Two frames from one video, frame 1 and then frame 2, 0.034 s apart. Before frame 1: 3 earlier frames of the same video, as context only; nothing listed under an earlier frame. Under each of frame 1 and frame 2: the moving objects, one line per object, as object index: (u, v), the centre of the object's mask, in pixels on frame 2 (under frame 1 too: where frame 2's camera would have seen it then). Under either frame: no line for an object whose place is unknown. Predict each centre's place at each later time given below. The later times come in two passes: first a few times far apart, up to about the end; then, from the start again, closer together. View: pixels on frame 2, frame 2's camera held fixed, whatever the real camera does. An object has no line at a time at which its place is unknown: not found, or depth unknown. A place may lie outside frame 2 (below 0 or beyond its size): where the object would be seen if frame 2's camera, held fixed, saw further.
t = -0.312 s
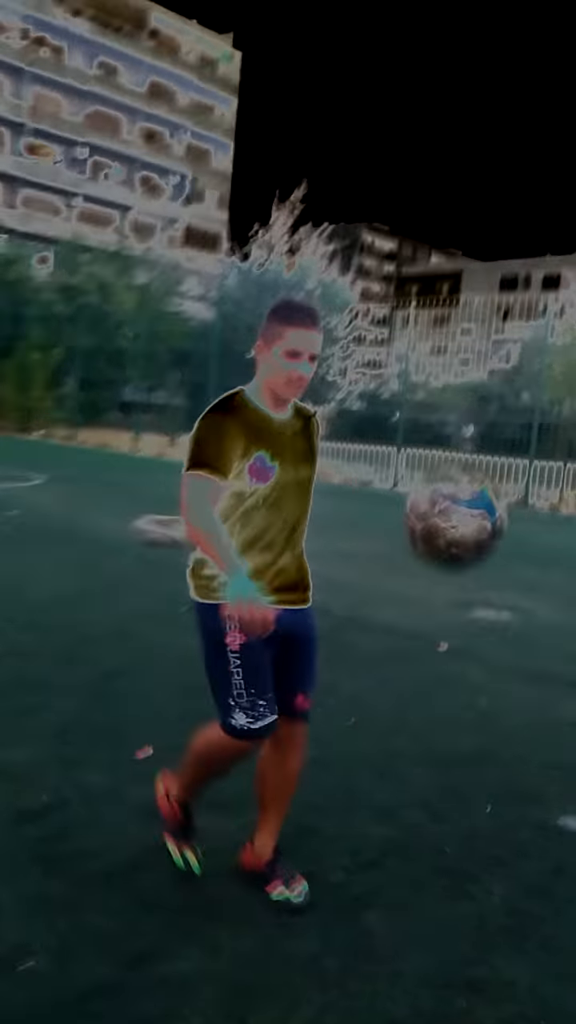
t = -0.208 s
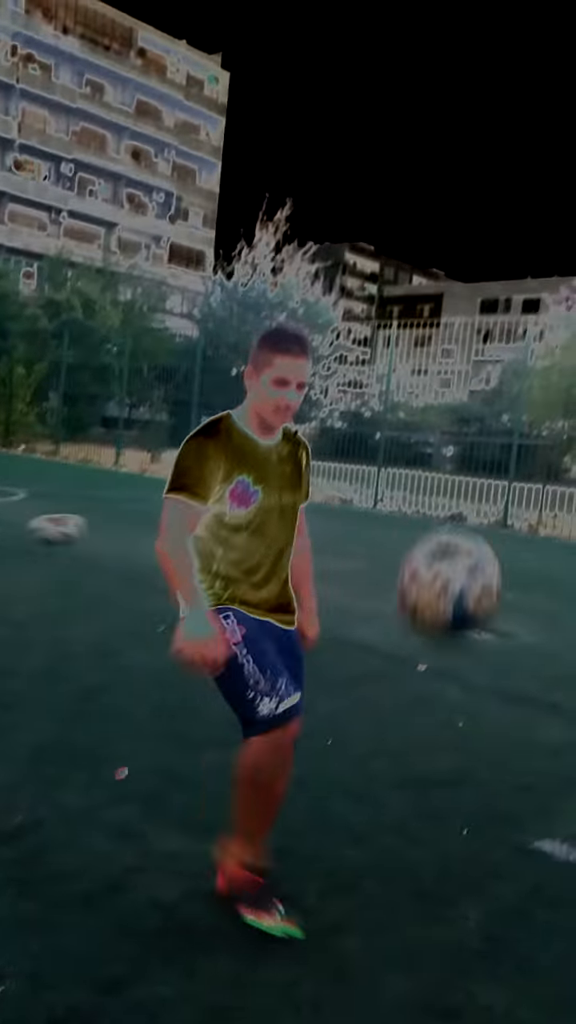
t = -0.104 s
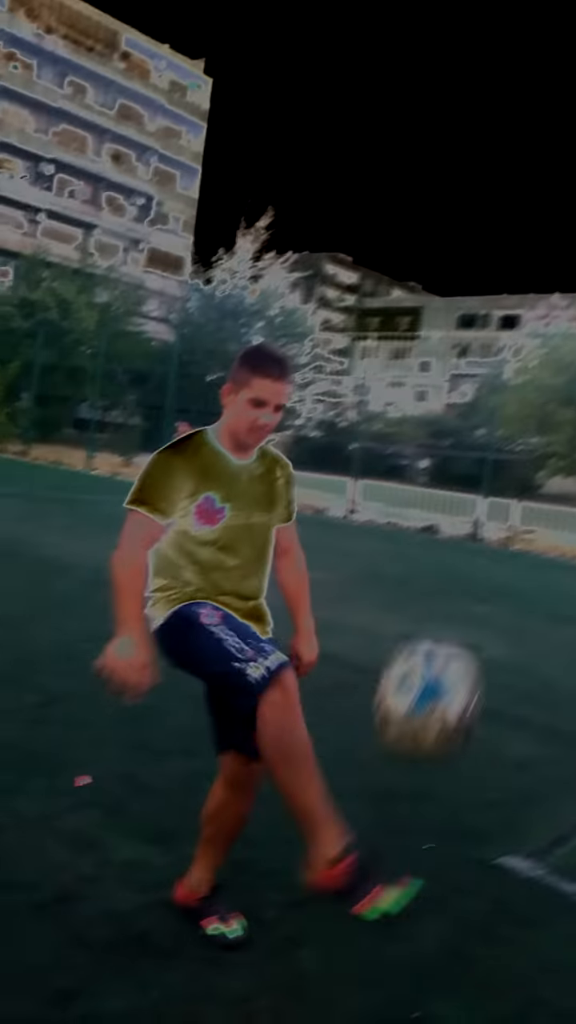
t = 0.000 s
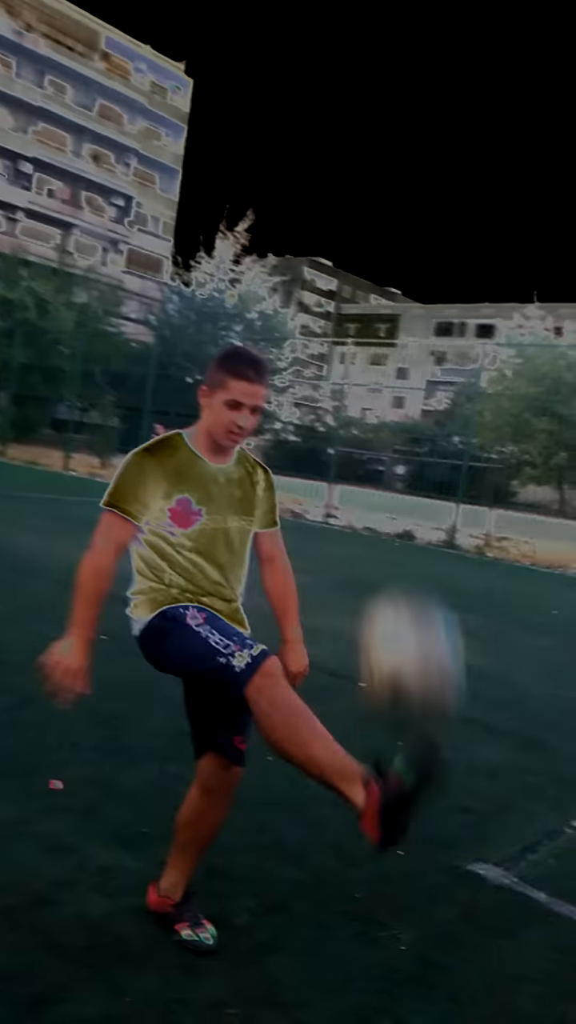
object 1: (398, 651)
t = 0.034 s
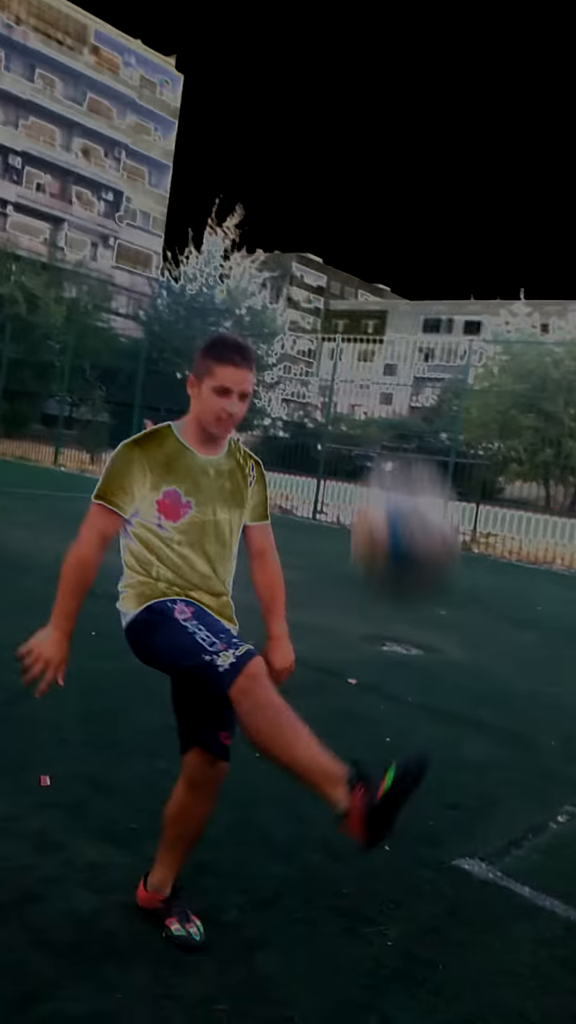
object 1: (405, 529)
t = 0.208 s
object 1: (409, 294)
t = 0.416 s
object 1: (396, 192)
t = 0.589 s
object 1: (363, 268)
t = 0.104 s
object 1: (412, 422)
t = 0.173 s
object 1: (410, 332)
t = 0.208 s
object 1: (409, 294)
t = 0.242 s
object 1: (409, 263)
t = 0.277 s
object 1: (410, 239)
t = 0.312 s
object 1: (408, 219)
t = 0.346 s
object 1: (402, 203)
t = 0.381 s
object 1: (398, 193)
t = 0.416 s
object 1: (396, 192)
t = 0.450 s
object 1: (390, 198)
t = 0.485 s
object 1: (384, 208)
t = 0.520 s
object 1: (378, 222)
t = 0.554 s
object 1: (373, 243)
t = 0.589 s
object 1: (363, 268)
